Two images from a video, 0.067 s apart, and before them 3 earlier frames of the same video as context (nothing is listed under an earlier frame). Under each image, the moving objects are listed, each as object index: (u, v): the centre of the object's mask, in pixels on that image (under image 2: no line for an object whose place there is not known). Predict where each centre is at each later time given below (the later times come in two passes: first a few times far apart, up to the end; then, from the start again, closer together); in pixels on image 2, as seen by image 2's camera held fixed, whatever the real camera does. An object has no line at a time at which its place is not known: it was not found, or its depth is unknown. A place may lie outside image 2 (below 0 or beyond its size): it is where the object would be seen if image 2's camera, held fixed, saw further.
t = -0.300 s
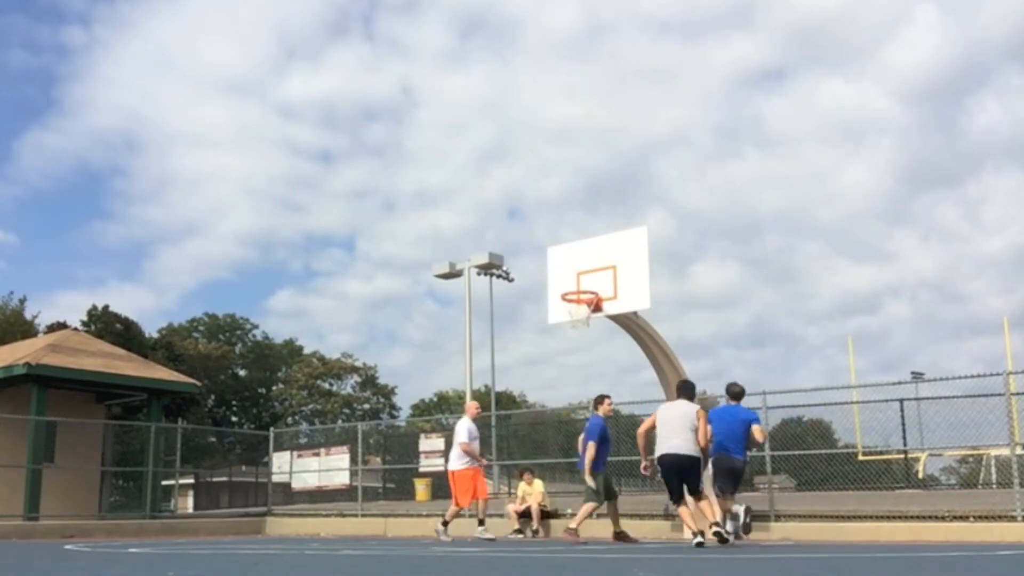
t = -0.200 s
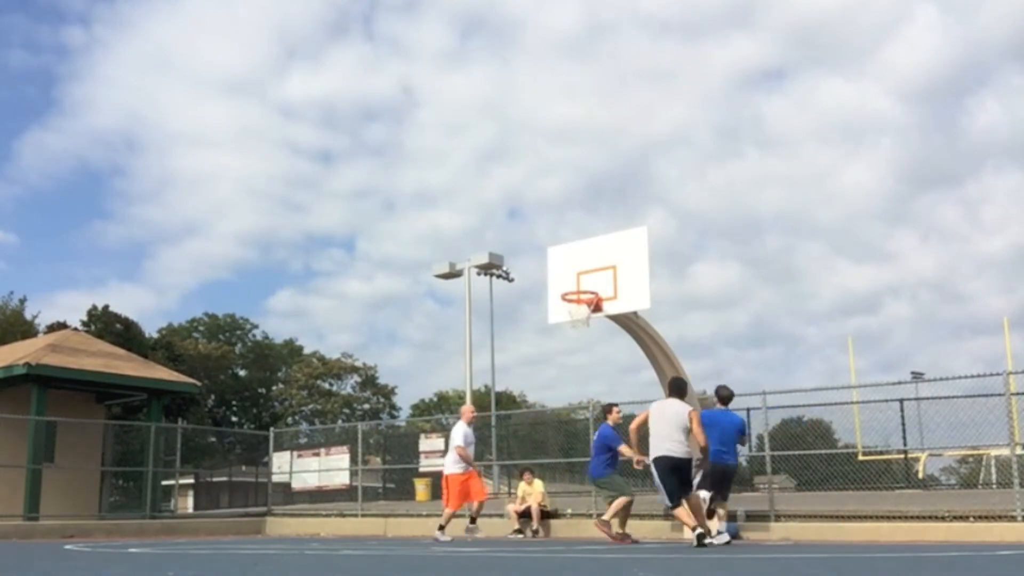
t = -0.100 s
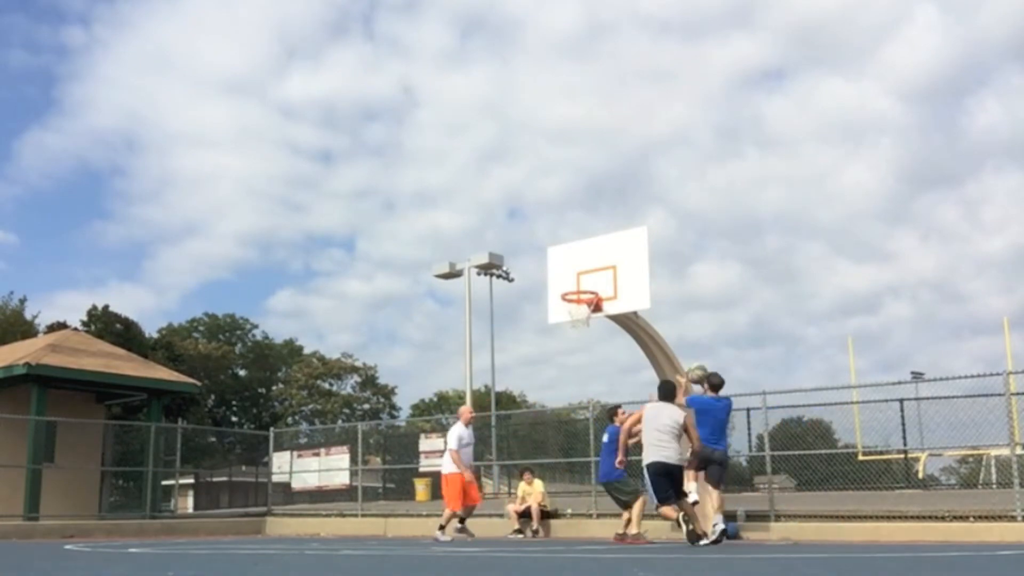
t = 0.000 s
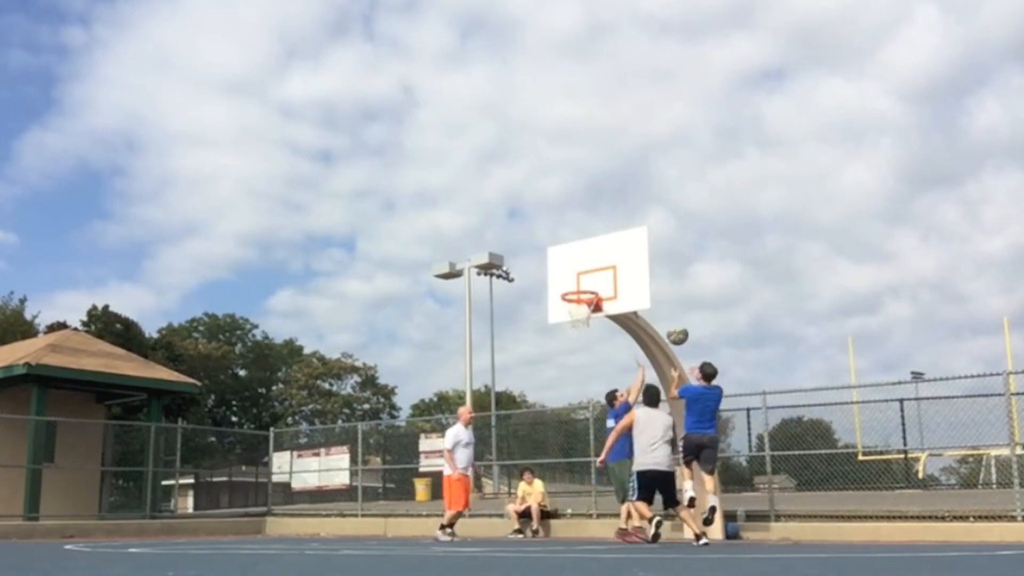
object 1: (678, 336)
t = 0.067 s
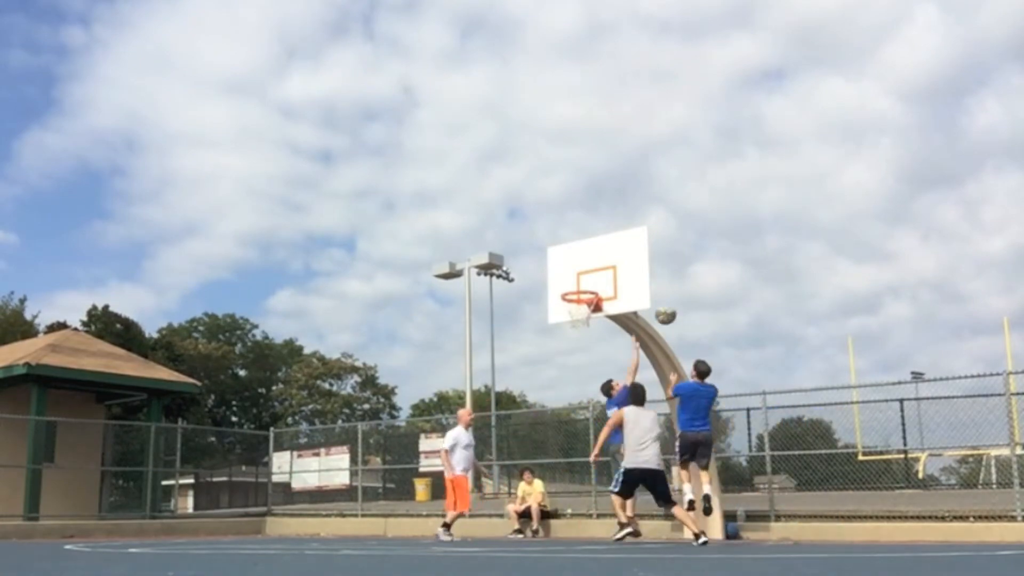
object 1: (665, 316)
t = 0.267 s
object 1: (633, 278)
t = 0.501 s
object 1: (599, 278)
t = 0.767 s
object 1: (578, 317)
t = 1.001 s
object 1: (583, 374)
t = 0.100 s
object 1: (660, 307)
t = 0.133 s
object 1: (654, 299)
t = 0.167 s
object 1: (649, 292)
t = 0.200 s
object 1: (643, 287)
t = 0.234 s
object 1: (638, 282)
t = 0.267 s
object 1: (633, 278)
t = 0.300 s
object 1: (627, 276)
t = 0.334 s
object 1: (622, 274)
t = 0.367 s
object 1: (617, 273)
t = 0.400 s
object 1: (613, 273)
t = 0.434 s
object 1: (608, 274)
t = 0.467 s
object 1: (603, 276)
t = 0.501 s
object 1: (599, 278)
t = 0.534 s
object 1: (594, 282)
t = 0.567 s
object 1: (589, 285)
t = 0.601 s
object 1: (586, 286)
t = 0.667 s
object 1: (577, 302)
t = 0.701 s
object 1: (577, 307)
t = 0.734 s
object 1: (578, 312)
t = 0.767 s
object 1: (578, 317)
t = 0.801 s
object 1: (579, 322)
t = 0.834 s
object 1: (580, 328)
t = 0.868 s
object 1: (580, 336)
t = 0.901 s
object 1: (581, 344)
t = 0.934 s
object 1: (582, 353)
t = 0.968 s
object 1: (583, 363)
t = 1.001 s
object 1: (583, 374)
